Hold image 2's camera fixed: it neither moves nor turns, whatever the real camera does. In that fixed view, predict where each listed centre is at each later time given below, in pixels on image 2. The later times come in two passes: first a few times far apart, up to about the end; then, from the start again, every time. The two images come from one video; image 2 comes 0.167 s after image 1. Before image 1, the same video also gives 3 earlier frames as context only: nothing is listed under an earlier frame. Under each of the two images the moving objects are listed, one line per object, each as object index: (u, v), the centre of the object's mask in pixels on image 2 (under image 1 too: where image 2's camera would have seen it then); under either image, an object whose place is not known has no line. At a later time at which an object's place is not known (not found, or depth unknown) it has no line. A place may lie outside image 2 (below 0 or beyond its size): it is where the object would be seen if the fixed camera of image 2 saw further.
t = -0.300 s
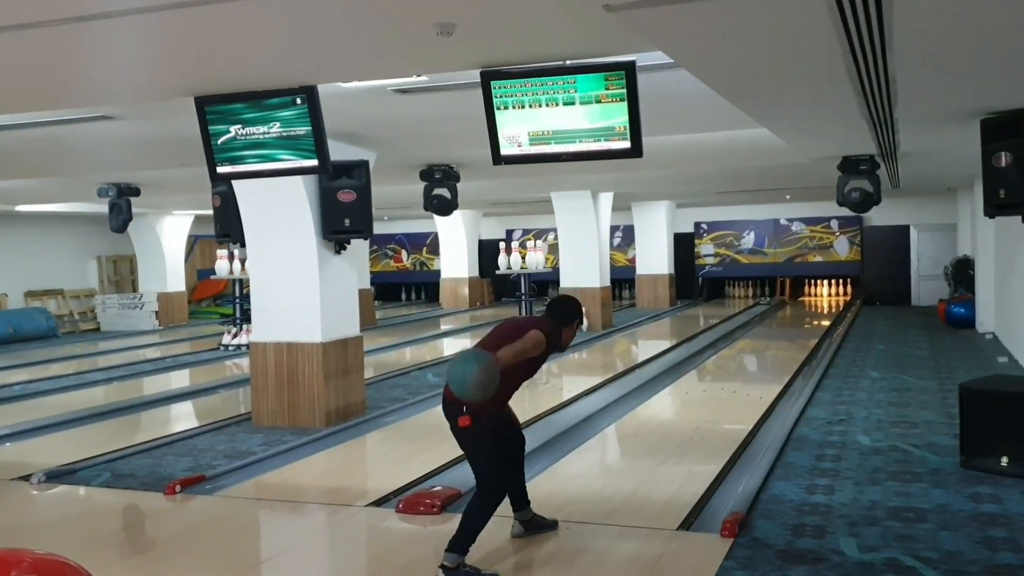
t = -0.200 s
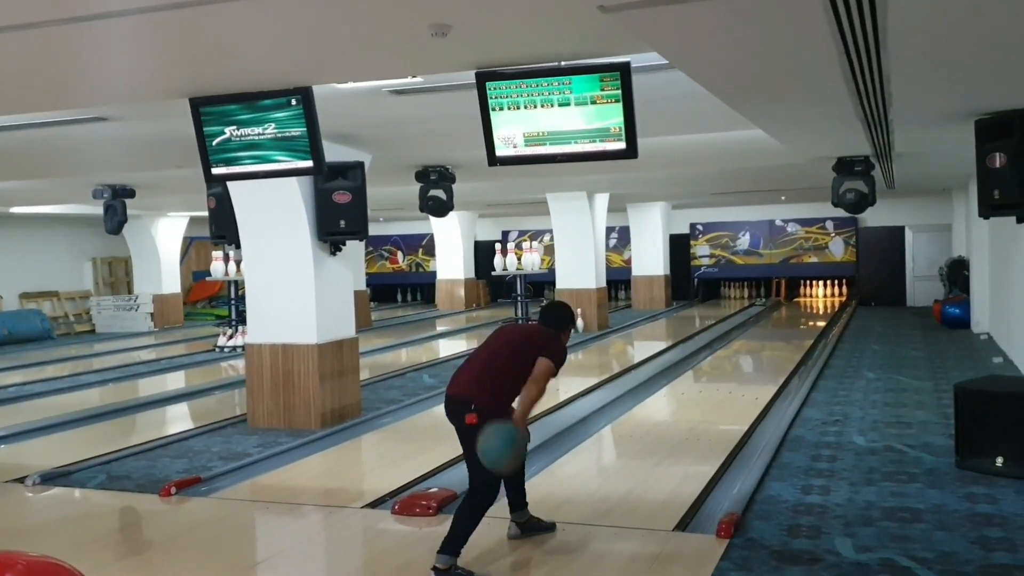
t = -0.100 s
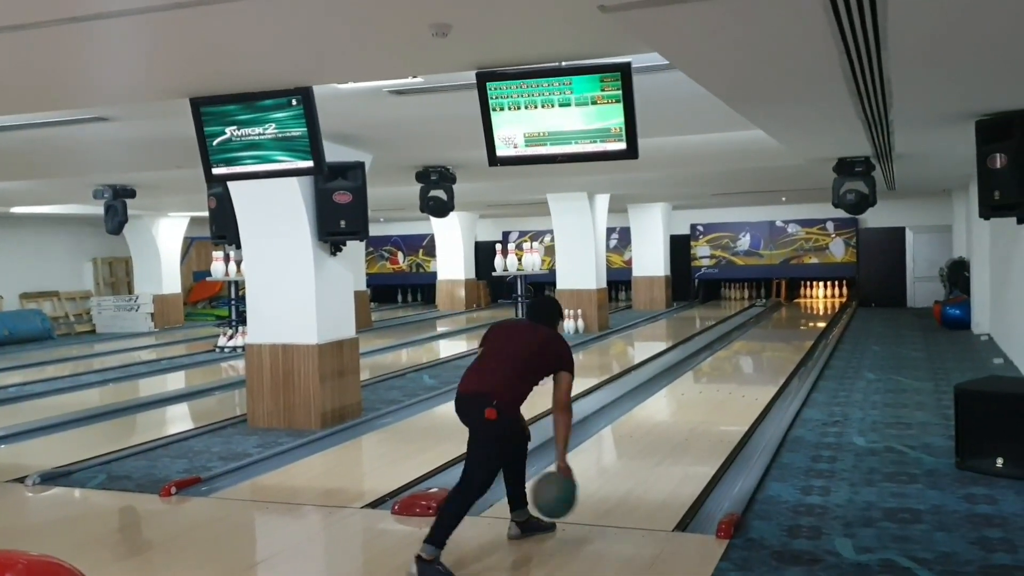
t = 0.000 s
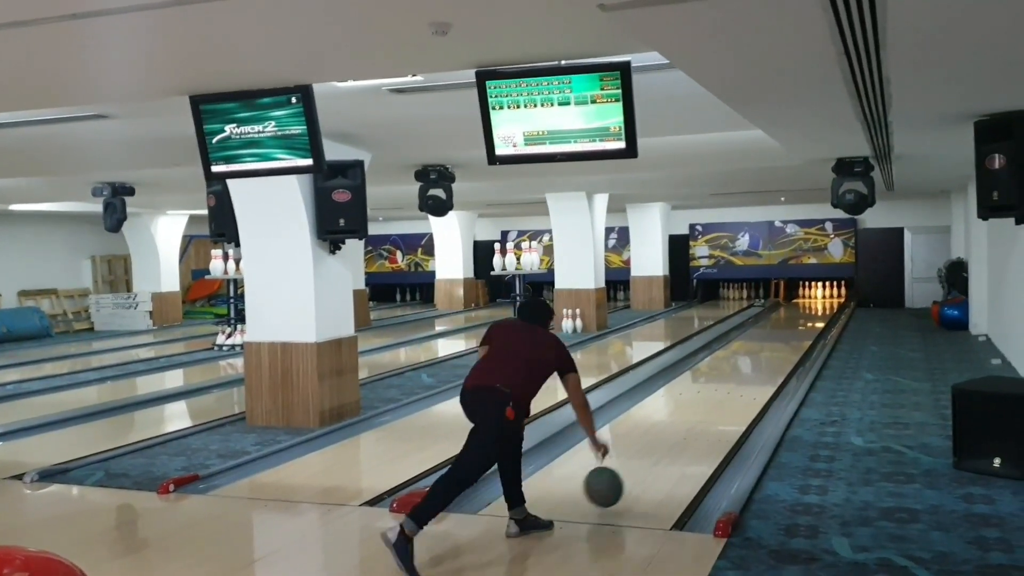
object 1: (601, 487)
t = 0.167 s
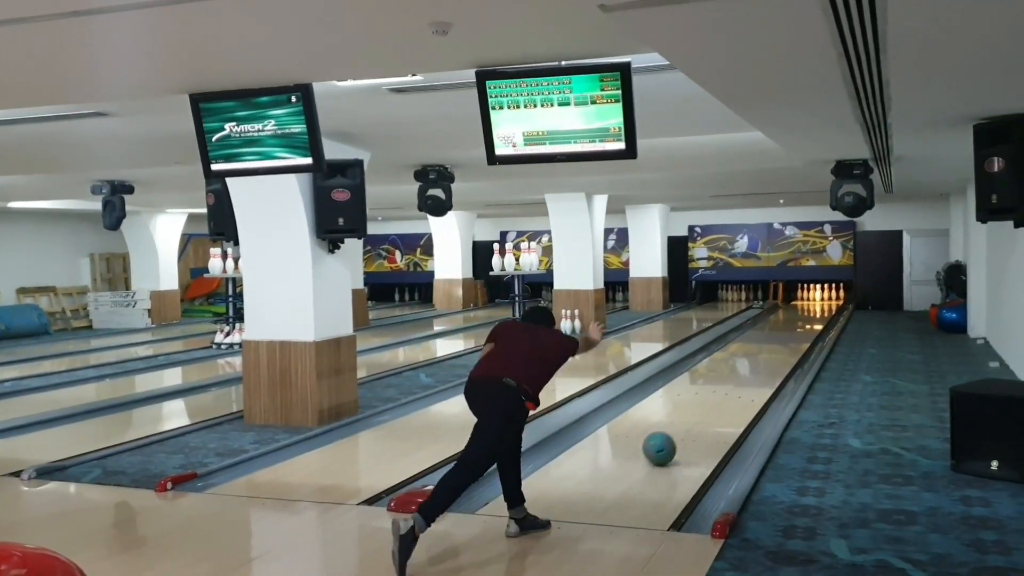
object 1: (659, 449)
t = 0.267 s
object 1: (685, 428)
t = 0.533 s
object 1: (733, 390)
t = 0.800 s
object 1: (764, 365)
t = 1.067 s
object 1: (786, 347)
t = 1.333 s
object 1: (800, 335)
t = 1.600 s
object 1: (811, 326)
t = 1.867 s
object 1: (818, 317)
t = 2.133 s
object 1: (824, 310)
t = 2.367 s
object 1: (829, 306)
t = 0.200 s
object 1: (668, 441)
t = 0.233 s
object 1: (677, 434)
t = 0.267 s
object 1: (685, 428)
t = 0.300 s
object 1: (692, 423)
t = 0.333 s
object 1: (699, 417)
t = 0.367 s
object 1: (706, 412)
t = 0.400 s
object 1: (712, 407)
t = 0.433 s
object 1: (718, 402)
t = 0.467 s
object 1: (723, 398)
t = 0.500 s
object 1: (728, 394)
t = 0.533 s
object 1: (733, 390)
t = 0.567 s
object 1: (738, 386)
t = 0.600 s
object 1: (742, 383)
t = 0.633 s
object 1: (746, 379)
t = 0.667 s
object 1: (750, 376)
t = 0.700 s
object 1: (754, 373)
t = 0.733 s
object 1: (758, 370)
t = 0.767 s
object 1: (761, 367)
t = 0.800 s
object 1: (764, 365)
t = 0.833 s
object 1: (767, 362)
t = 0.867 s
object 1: (770, 360)
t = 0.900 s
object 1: (773, 358)
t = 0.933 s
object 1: (776, 355)
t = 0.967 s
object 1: (779, 353)
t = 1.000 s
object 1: (781, 351)
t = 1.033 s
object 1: (784, 349)
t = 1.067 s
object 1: (786, 347)
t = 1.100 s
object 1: (788, 345)
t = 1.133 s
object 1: (790, 343)
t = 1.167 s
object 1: (792, 342)
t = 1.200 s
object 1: (794, 340)
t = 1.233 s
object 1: (796, 339)
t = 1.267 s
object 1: (798, 337)
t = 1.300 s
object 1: (798, 336)
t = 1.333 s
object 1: (800, 335)
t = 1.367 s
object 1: (800, 333)
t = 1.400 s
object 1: (801, 333)
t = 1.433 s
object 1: (802, 332)
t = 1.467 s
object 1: (804, 331)
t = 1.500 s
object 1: (806, 330)
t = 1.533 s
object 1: (808, 329)
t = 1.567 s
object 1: (808, 328)
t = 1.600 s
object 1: (811, 326)
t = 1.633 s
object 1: (812, 323)
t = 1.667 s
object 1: (813, 322)
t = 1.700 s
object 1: (814, 320)
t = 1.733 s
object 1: (814, 320)
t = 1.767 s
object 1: (815, 319)
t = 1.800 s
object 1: (816, 319)
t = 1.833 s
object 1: (817, 318)
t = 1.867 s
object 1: (818, 317)
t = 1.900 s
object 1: (819, 316)
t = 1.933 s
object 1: (819, 316)
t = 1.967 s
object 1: (821, 314)
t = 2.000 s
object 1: (822, 313)
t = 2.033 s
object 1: (822, 312)
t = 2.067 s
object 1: (823, 312)
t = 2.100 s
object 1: (823, 311)
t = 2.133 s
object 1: (824, 310)
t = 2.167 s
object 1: (825, 310)
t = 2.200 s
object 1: (826, 309)
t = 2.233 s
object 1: (826, 309)
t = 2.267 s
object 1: (827, 308)
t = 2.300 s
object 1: (828, 307)
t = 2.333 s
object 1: (829, 307)
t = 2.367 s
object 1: (829, 306)
